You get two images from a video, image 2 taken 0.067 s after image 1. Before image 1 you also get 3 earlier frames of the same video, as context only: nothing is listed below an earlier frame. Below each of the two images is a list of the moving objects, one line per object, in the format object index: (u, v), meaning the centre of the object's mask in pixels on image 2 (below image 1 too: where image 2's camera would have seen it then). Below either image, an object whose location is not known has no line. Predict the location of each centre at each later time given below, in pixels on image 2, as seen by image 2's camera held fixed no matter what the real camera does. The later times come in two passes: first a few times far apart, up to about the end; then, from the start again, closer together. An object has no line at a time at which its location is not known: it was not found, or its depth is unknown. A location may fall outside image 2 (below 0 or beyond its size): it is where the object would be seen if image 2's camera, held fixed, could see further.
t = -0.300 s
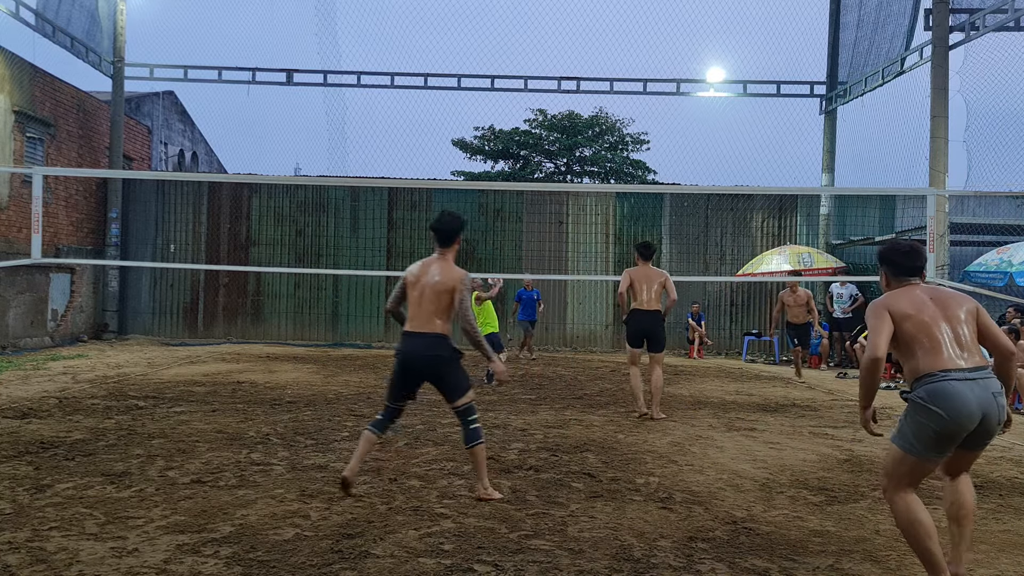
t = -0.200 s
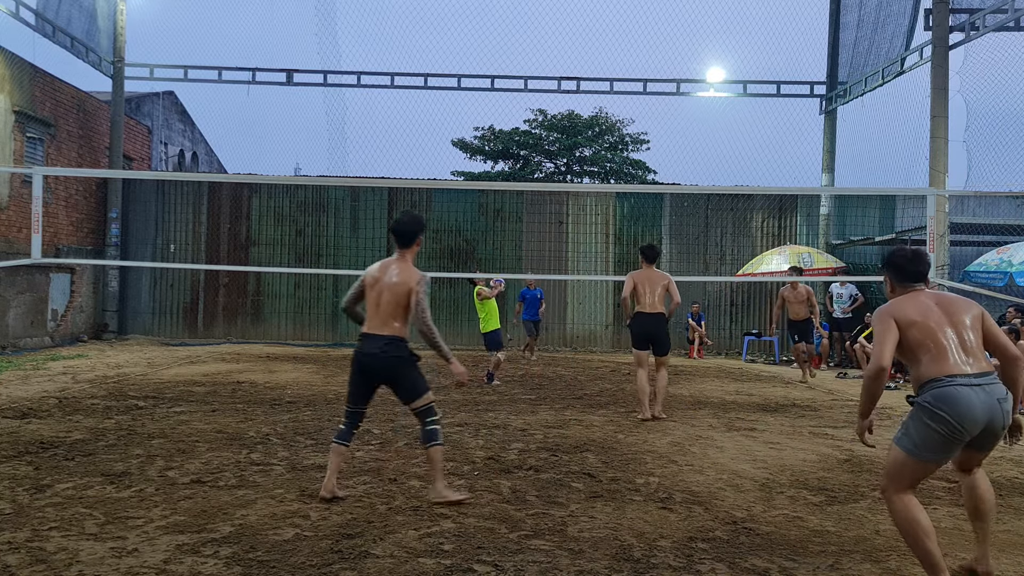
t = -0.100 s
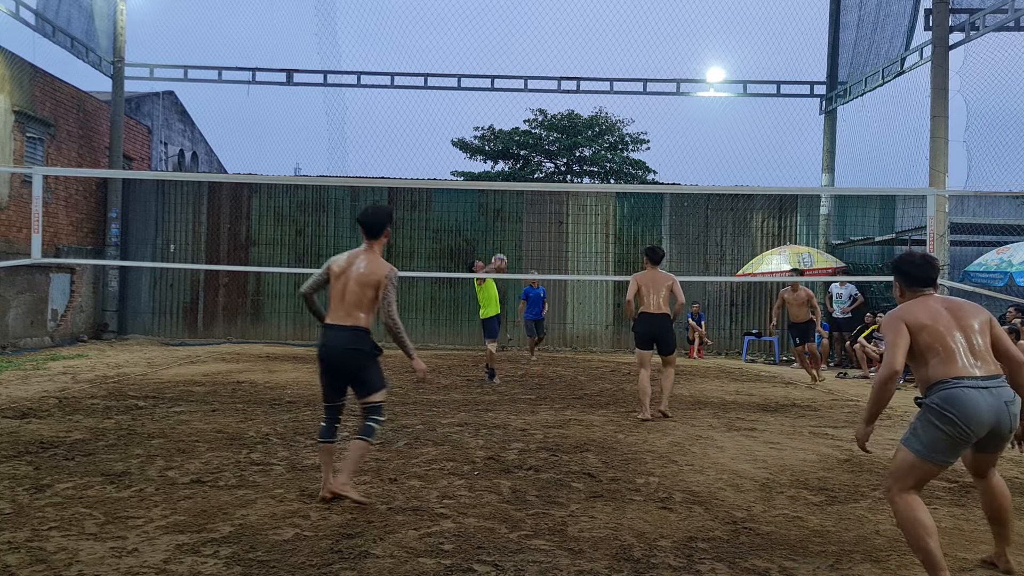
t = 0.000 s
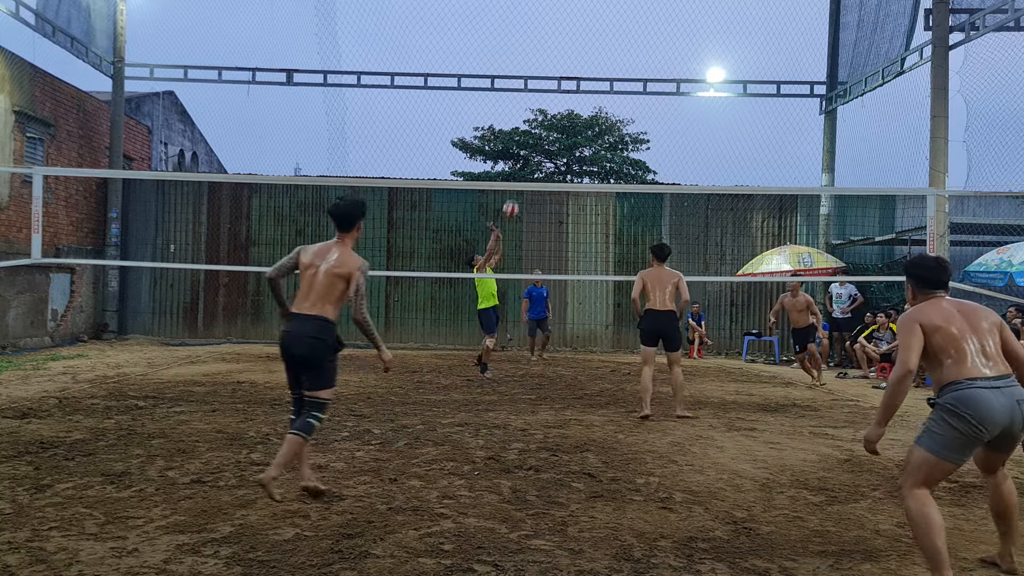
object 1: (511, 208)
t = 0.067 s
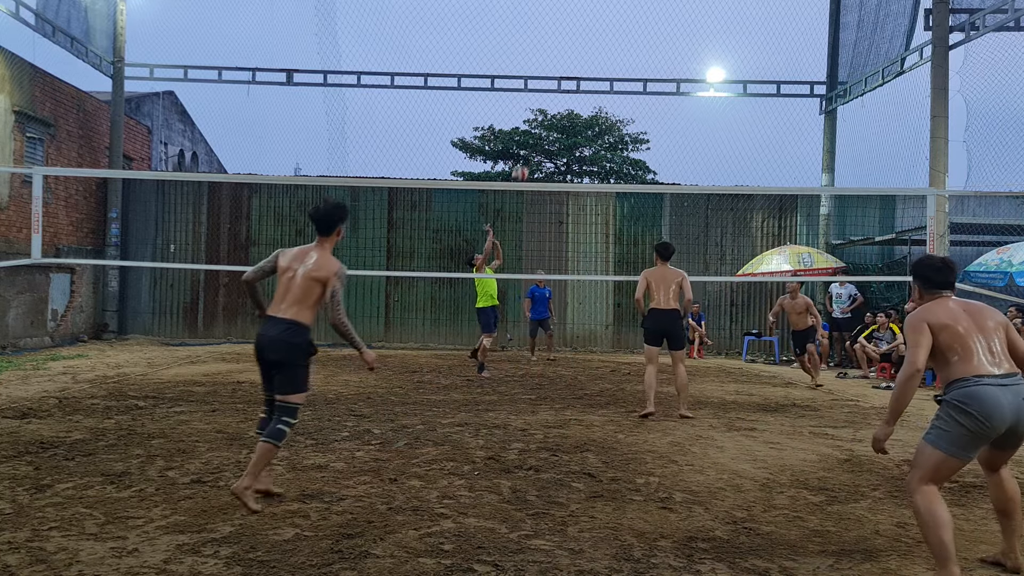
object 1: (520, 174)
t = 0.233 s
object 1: (543, 100)
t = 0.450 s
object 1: (573, 33)
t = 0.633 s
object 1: (599, 6)
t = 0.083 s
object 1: (522, 165)
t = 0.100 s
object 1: (524, 158)
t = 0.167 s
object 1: (534, 127)
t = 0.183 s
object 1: (537, 120)
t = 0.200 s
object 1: (539, 113)
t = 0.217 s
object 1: (541, 106)
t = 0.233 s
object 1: (543, 100)
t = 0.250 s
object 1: (545, 93)
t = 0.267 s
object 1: (548, 87)
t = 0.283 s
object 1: (551, 81)
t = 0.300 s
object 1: (553, 75)
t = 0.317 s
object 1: (555, 70)
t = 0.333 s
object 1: (557, 65)
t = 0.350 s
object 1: (560, 59)
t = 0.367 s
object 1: (562, 54)
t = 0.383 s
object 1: (564, 50)
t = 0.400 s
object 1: (566, 45)
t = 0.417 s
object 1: (569, 41)
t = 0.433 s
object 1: (571, 37)
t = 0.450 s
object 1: (573, 33)
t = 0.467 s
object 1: (576, 29)
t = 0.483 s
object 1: (578, 26)
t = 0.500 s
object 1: (580, 23)
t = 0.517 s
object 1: (583, 20)
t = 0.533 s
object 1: (585, 17)
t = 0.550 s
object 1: (587, 14)
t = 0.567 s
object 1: (589, 12)
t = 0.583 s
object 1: (592, 9)
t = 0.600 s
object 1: (594, 8)
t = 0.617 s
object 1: (597, 7)
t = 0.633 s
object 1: (599, 6)
